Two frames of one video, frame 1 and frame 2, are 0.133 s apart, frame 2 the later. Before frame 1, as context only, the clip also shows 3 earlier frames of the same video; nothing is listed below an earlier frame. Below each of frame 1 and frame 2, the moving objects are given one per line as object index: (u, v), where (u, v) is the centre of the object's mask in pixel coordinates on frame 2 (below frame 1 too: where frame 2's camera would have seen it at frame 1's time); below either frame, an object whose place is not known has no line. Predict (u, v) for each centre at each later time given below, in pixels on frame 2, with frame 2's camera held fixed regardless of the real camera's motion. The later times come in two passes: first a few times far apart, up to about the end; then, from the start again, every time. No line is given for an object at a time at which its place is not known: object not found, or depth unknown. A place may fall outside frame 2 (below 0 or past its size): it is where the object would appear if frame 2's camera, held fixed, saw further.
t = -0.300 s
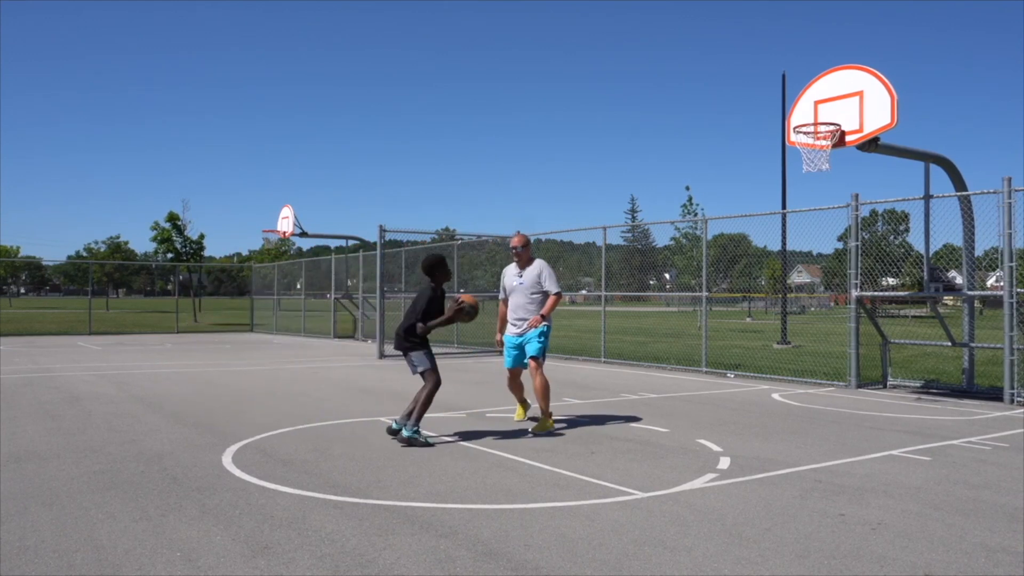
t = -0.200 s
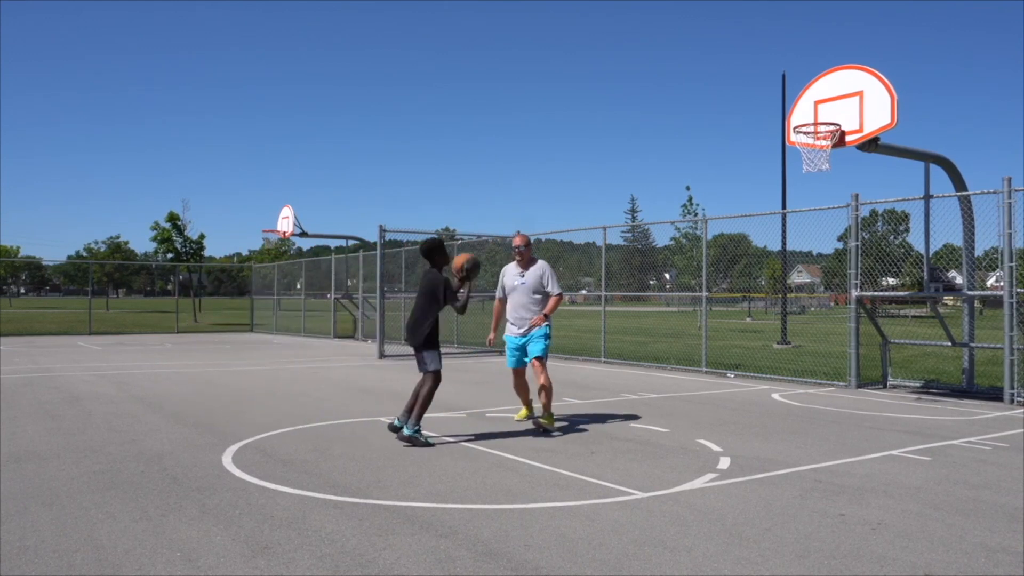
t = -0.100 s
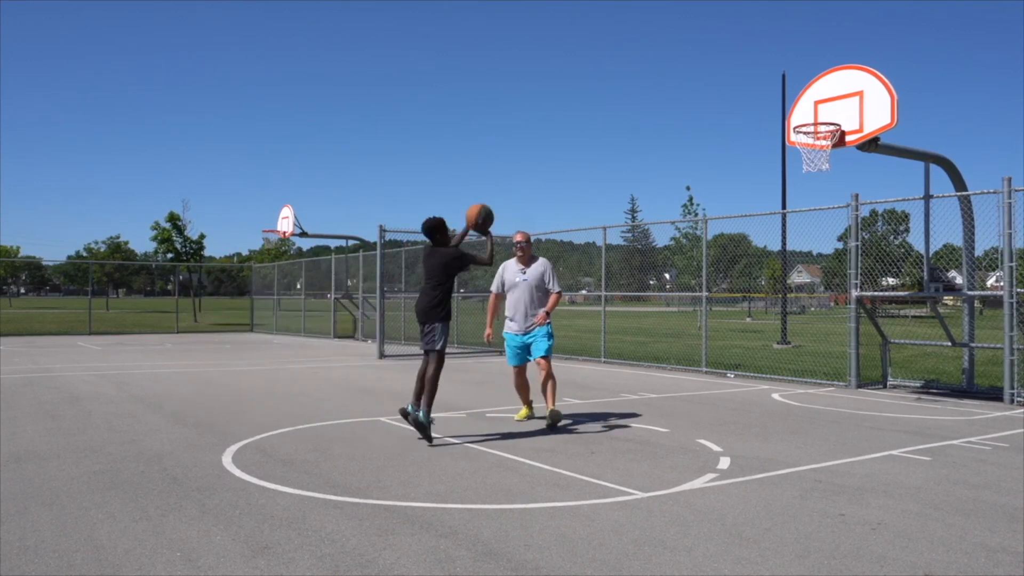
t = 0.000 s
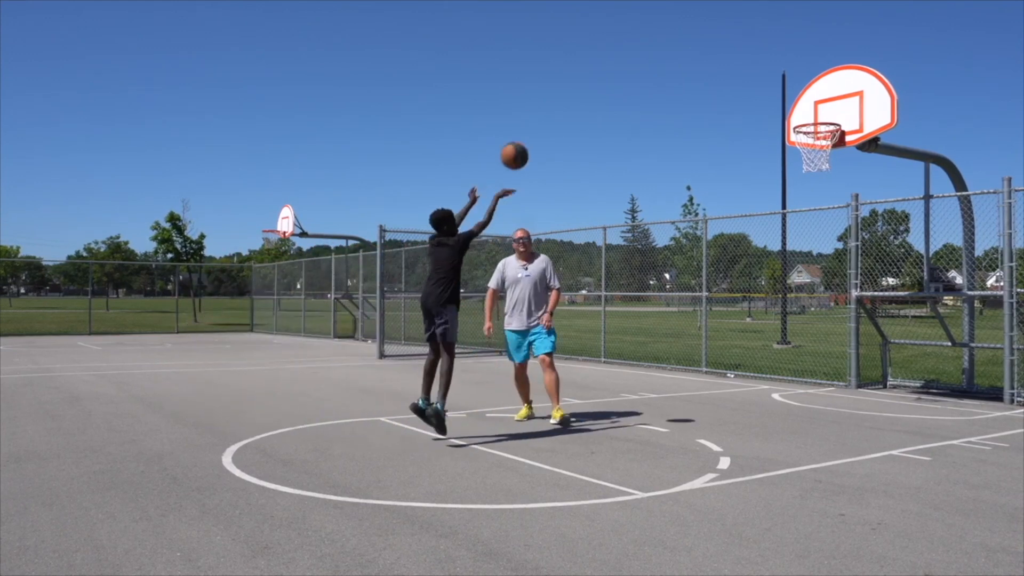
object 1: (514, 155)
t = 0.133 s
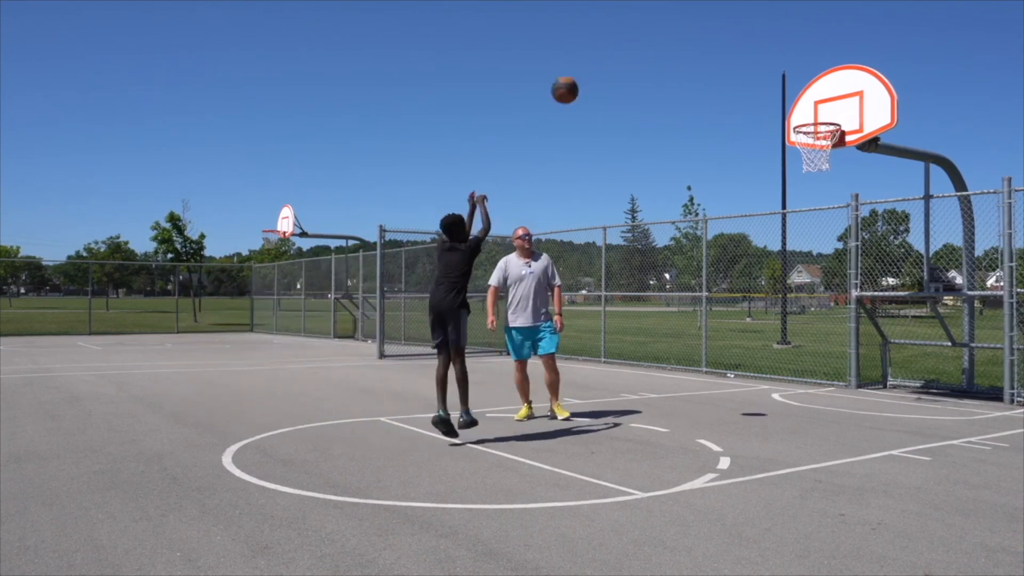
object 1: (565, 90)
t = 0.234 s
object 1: (601, 55)
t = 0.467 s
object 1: (678, 20)
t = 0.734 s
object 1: (756, 47)
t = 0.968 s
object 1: (815, 119)
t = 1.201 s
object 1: (802, 164)
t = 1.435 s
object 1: (783, 206)
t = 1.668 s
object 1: (764, 304)
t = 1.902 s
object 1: (750, 369)
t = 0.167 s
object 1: (577, 77)
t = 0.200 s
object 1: (589, 66)
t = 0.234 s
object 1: (601, 55)
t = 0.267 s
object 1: (612, 47)
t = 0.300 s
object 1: (623, 39)
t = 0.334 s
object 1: (635, 33)
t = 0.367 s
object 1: (646, 28)
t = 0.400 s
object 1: (657, 24)
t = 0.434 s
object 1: (667, 22)
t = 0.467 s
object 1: (678, 20)
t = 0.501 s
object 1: (688, 19)
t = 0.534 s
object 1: (698, 20)
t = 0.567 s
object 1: (708, 22)
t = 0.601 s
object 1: (718, 25)
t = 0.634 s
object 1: (728, 28)
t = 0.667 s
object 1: (737, 34)
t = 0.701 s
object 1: (746, 40)
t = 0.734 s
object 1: (756, 47)
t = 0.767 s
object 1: (765, 55)
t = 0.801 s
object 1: (774, 65)
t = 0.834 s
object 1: (783, 75)
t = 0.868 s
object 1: (791, 85)
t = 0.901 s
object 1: (800, 97)
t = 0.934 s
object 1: (808, 110)
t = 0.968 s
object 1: (815, 119)
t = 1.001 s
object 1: (822, 127)
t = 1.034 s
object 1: (827, 134)
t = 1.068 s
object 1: (822, 138)
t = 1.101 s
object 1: (815, 144)
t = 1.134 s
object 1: (809, 152)
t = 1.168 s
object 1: (804, 158)
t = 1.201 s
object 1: (802, 164)
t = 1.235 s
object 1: (798, 164)
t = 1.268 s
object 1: (795, 168)
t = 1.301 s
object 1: (794, 174)
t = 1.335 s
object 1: (790, 180)
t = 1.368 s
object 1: (788, 188)
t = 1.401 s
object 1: (785, 196)
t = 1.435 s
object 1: (783, 206)
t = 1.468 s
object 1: (780, 216)
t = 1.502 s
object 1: (777, 228)
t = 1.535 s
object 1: (775, 241)
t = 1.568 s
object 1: (772, 255)
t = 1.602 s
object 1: (770, 271)
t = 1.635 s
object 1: (767, 287)
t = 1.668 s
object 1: (764, 304)
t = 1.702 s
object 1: (761, 323)
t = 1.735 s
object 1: (759, 343)
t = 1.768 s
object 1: (756, 363)
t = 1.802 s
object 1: (753, 386)
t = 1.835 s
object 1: (751, 402)
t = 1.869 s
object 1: (751, 385)
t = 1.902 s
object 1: (750, 369)
